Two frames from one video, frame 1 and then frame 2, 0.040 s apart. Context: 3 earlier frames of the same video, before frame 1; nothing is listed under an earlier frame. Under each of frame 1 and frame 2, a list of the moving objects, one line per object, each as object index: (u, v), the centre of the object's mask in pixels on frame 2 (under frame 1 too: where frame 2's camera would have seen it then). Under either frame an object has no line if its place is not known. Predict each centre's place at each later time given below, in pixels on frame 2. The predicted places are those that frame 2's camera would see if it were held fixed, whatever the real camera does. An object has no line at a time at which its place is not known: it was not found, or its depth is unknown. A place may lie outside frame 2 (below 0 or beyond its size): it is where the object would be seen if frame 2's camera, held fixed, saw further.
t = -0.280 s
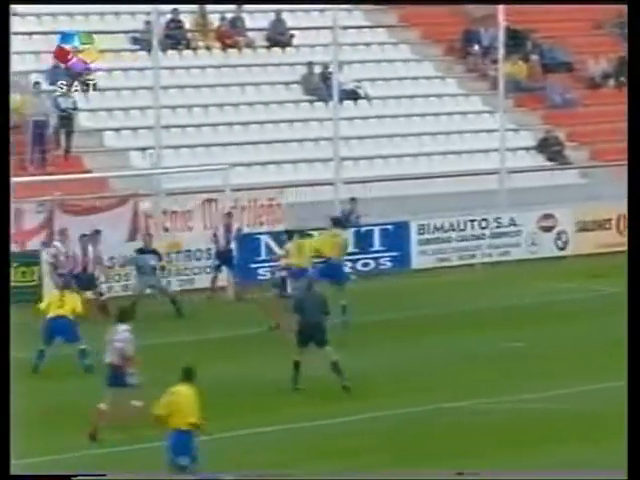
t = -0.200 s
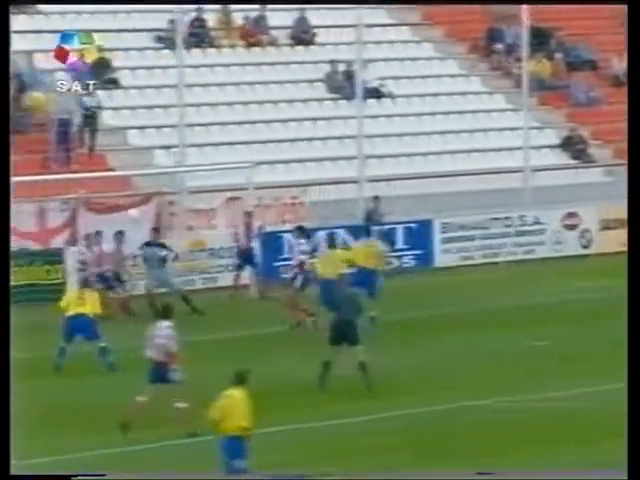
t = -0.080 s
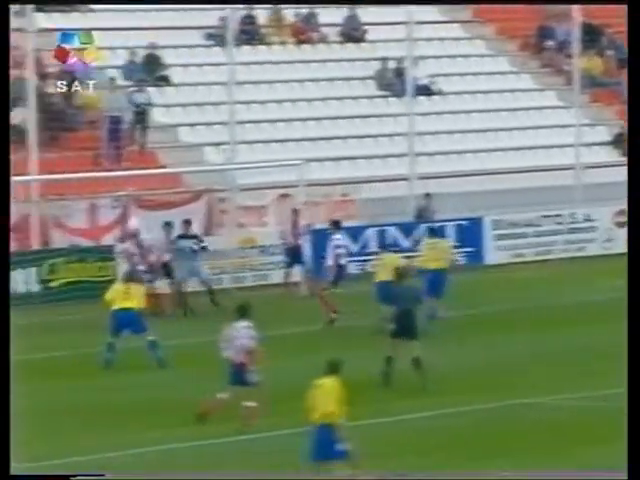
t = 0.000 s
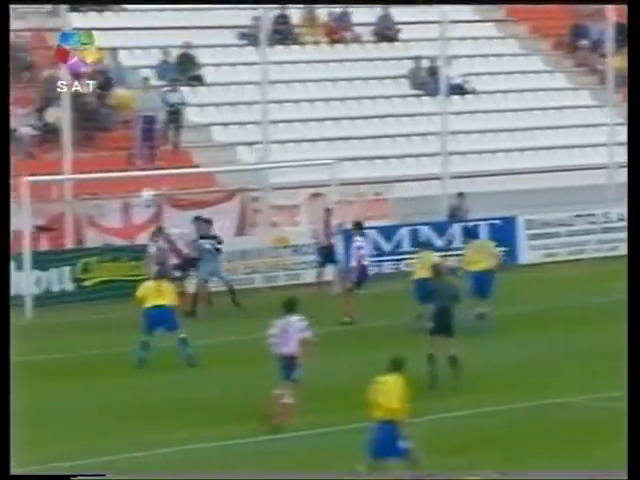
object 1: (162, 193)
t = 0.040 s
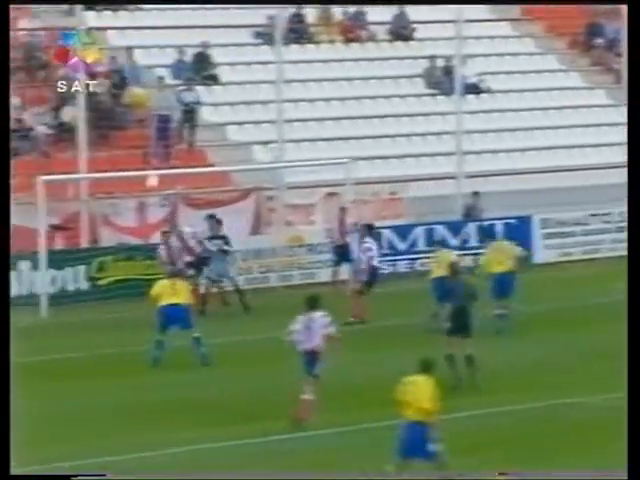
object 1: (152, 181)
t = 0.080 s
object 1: (142, 167)
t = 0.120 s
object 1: (132, 158)
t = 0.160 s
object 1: (122, 147)
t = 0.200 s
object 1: (111, 140)
